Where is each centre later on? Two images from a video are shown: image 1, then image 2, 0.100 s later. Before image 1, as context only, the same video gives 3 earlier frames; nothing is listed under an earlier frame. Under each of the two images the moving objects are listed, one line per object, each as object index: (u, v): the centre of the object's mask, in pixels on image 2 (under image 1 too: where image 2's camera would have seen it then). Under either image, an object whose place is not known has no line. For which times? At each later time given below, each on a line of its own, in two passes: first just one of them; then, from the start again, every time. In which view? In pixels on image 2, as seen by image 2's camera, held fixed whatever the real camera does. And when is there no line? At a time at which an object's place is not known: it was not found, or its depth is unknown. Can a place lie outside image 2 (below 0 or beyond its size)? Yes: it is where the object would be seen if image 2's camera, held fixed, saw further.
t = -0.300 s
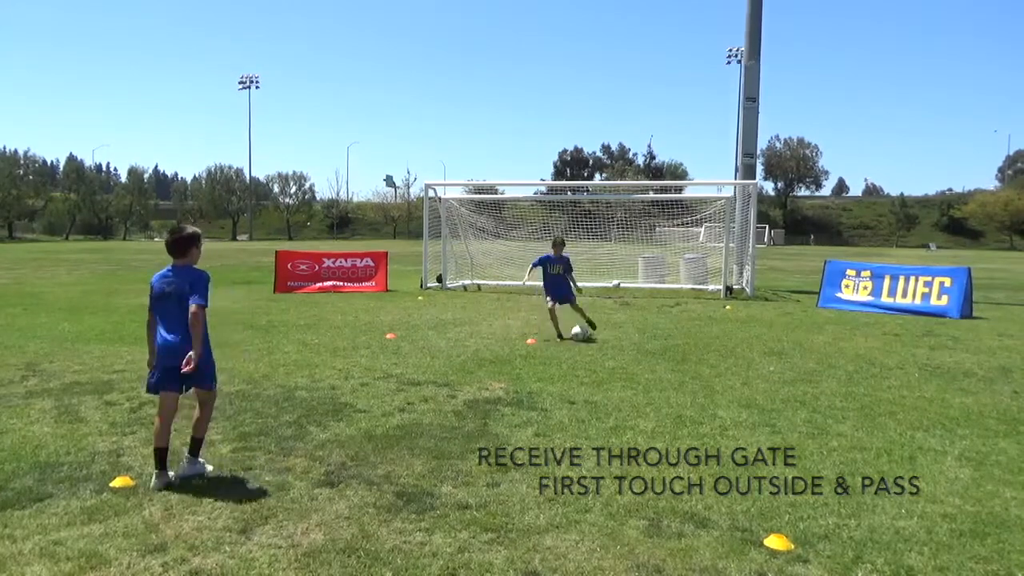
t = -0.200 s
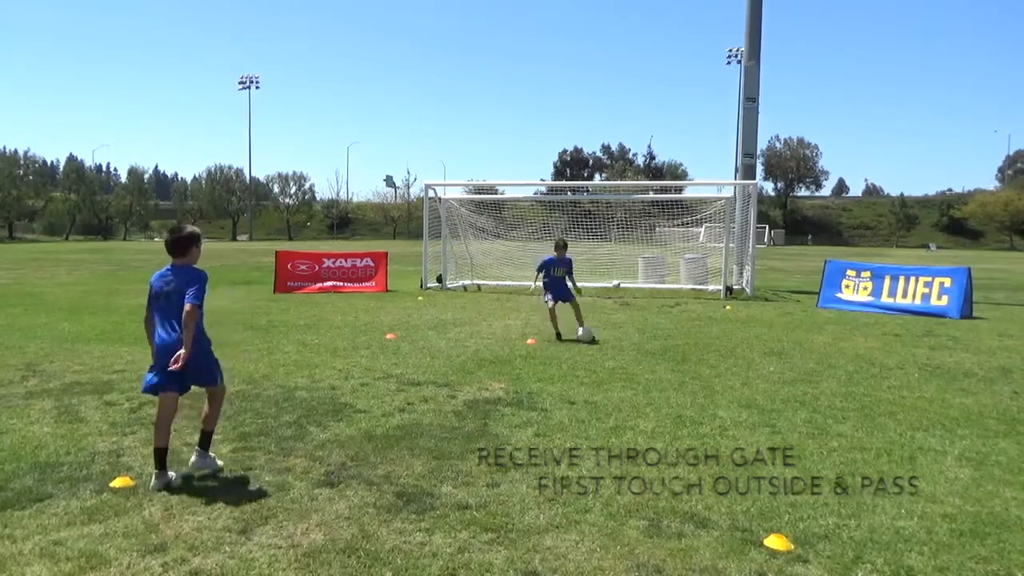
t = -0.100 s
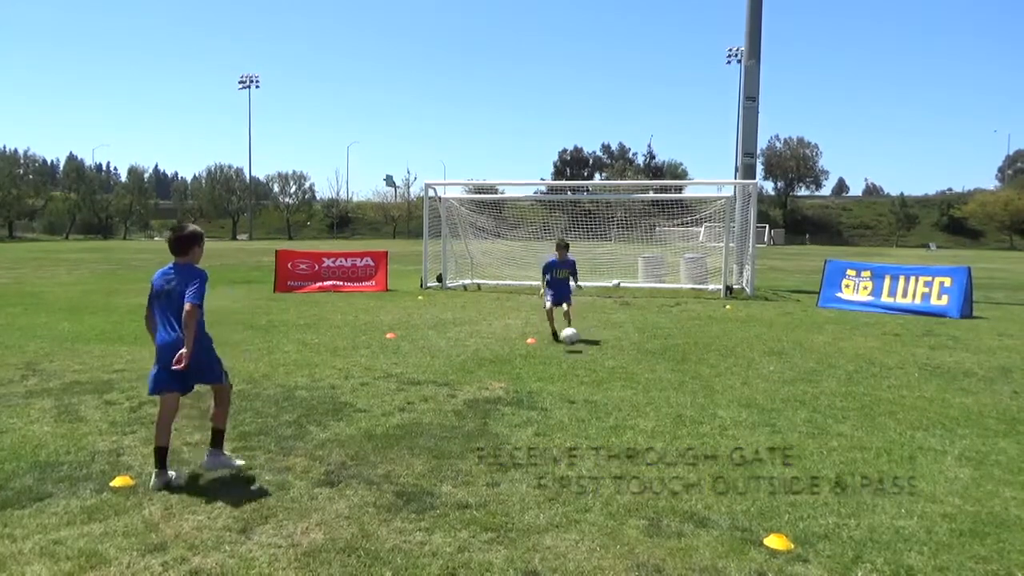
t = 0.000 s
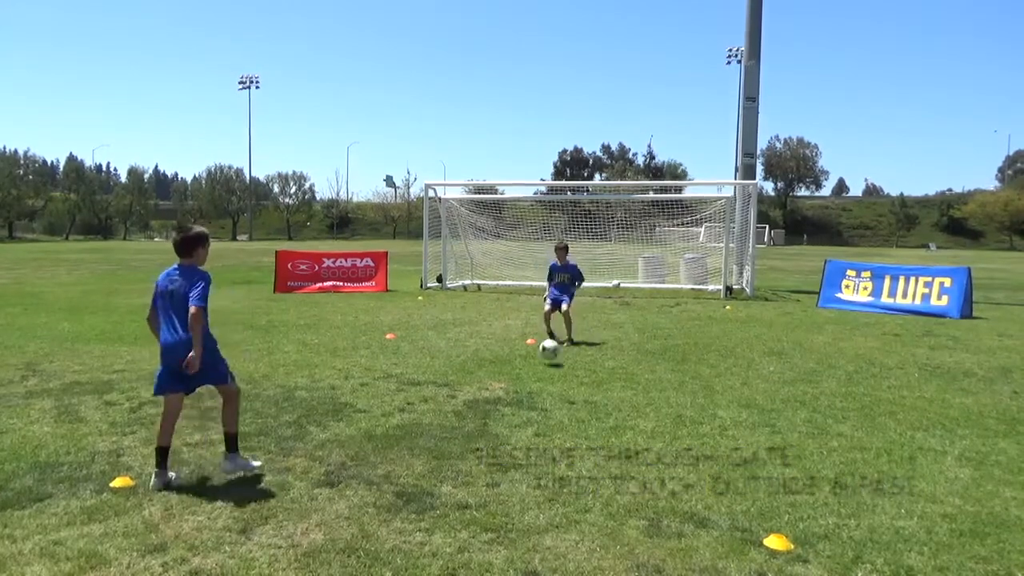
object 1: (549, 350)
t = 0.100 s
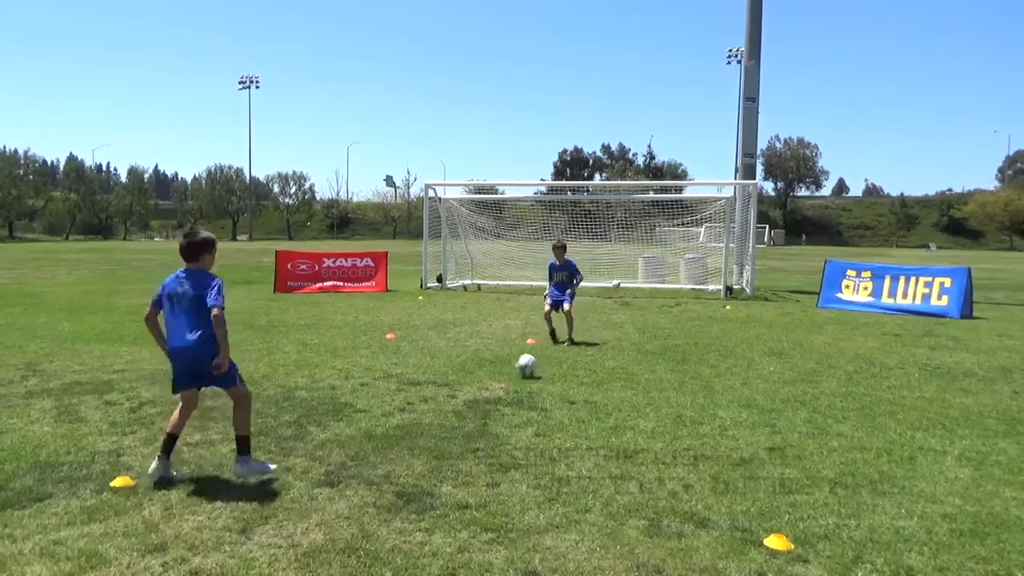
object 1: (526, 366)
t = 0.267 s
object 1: (487, 379)
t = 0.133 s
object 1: (520, 365)
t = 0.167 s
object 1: (512, 366)
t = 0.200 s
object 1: (504, 369)
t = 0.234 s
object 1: (496, 374)
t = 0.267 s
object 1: (487, 379)
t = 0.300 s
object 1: (477, 386)
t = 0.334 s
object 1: (468, 396)
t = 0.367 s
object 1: (459, 406)
